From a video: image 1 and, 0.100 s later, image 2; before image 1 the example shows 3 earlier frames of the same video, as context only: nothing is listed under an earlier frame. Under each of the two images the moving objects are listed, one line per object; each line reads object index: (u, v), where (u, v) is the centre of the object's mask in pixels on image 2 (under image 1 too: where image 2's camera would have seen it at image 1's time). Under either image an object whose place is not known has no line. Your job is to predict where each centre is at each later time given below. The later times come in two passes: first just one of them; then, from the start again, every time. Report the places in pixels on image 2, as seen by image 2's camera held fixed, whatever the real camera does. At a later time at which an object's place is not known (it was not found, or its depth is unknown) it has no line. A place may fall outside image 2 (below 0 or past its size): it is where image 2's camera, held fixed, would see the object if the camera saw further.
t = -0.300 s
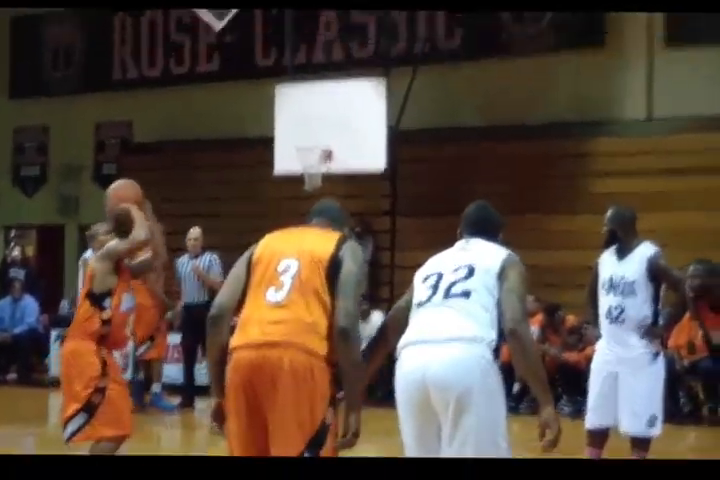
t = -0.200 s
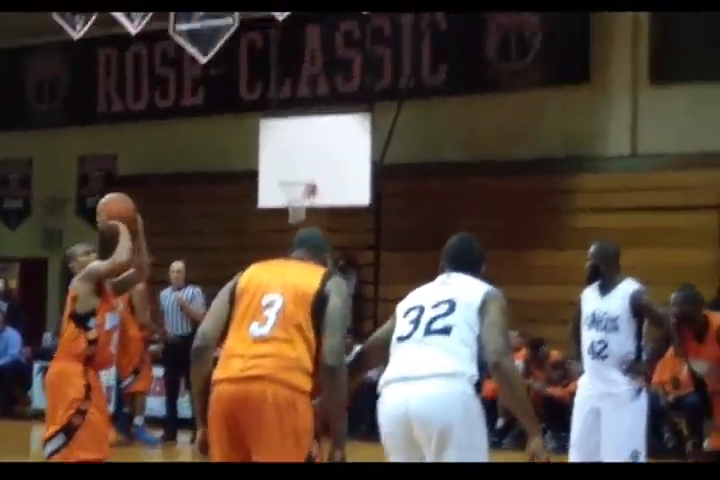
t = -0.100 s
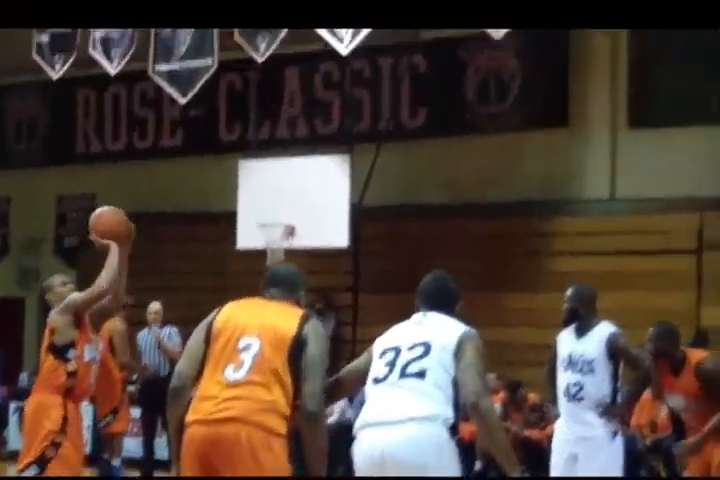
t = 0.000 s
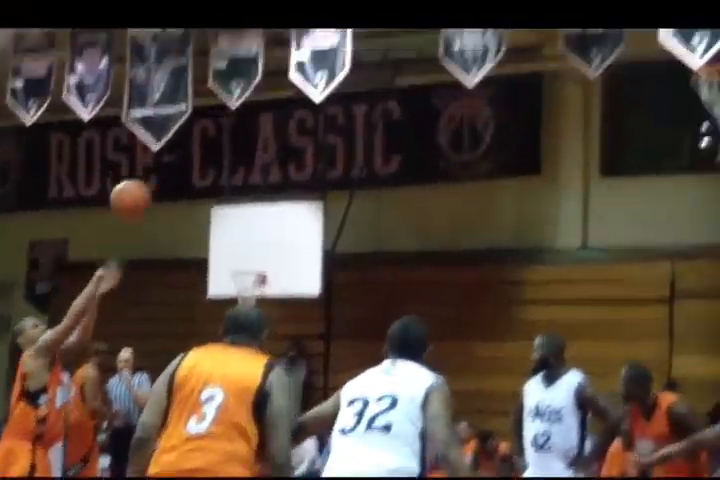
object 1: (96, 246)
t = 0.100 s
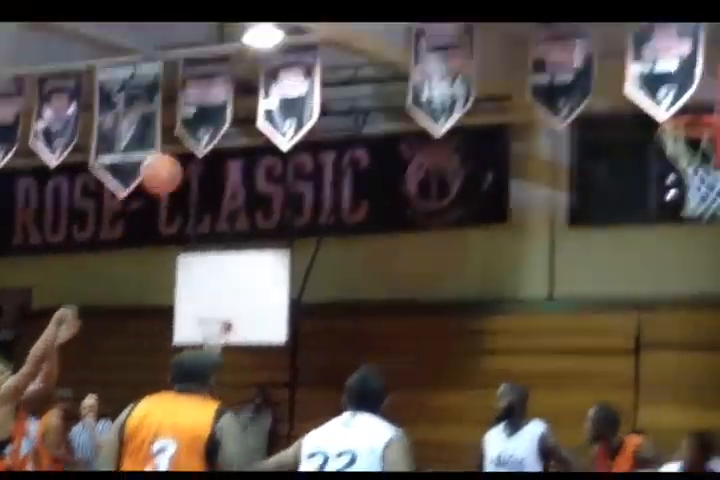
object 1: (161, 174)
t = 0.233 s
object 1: (247, 96)
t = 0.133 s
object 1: (183, 152)
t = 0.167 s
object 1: (204, 132)
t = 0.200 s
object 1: (226, 113)
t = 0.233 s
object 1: (247, 96)
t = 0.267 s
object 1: (270, 80)
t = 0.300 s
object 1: (292, 67)
